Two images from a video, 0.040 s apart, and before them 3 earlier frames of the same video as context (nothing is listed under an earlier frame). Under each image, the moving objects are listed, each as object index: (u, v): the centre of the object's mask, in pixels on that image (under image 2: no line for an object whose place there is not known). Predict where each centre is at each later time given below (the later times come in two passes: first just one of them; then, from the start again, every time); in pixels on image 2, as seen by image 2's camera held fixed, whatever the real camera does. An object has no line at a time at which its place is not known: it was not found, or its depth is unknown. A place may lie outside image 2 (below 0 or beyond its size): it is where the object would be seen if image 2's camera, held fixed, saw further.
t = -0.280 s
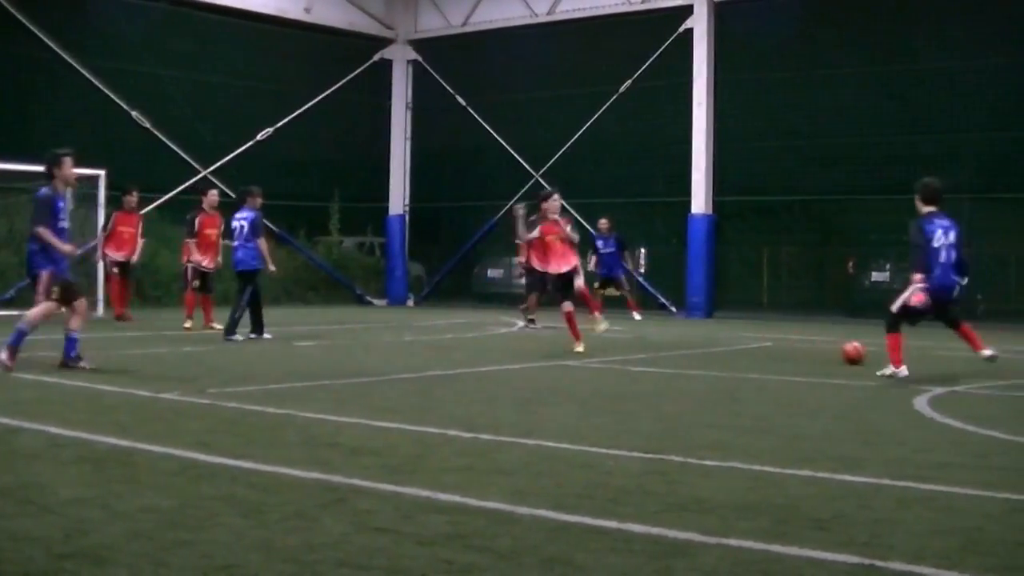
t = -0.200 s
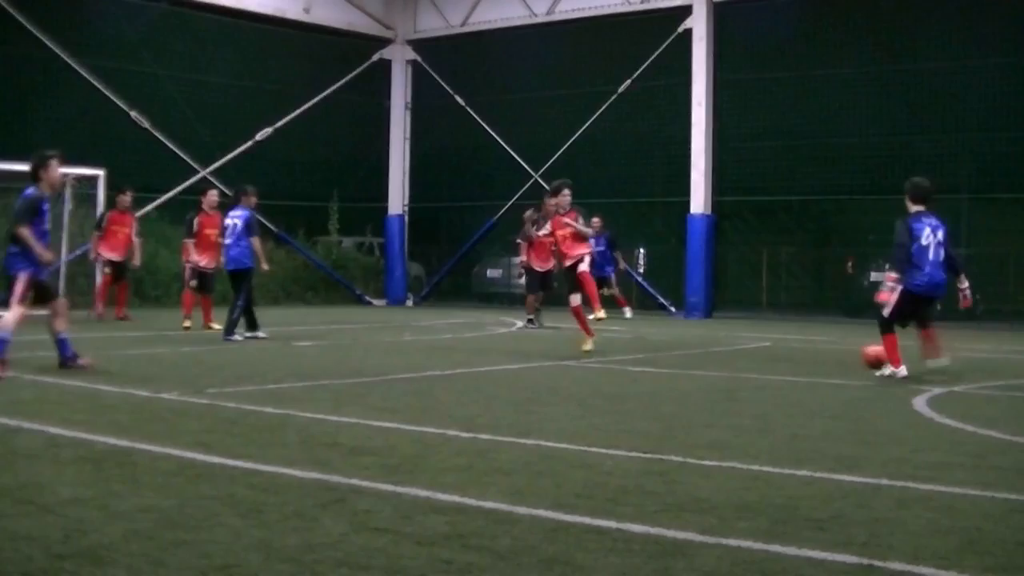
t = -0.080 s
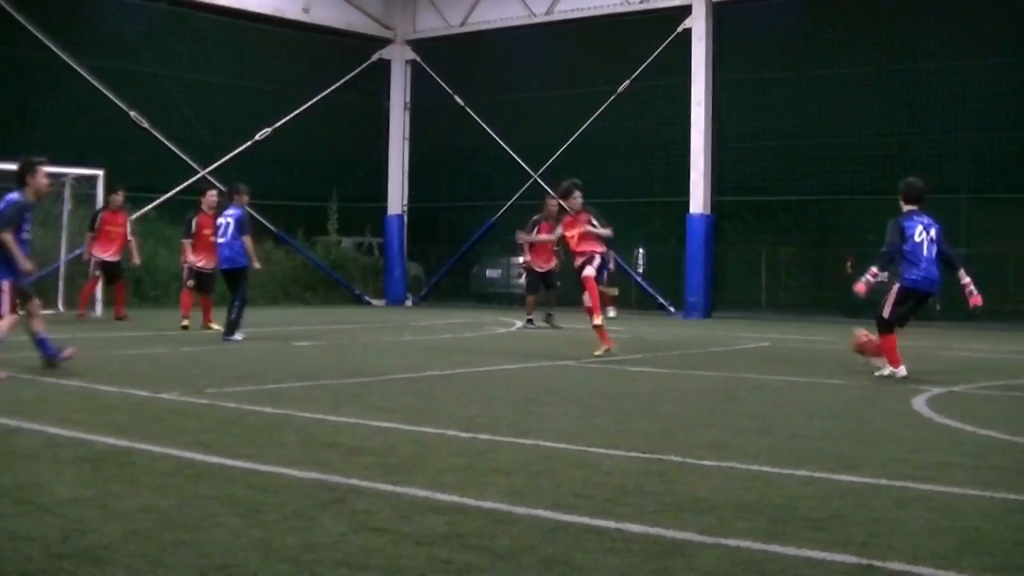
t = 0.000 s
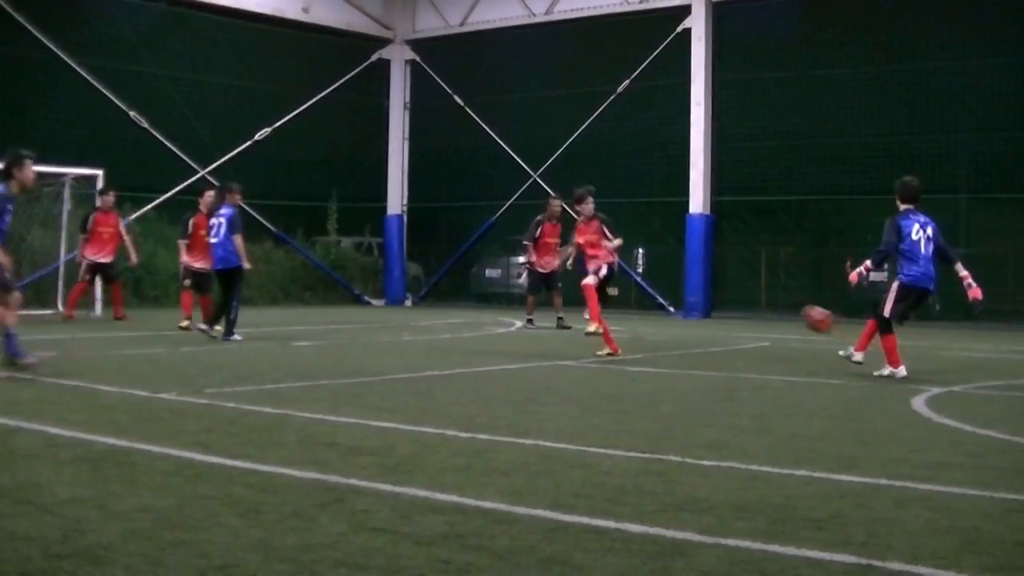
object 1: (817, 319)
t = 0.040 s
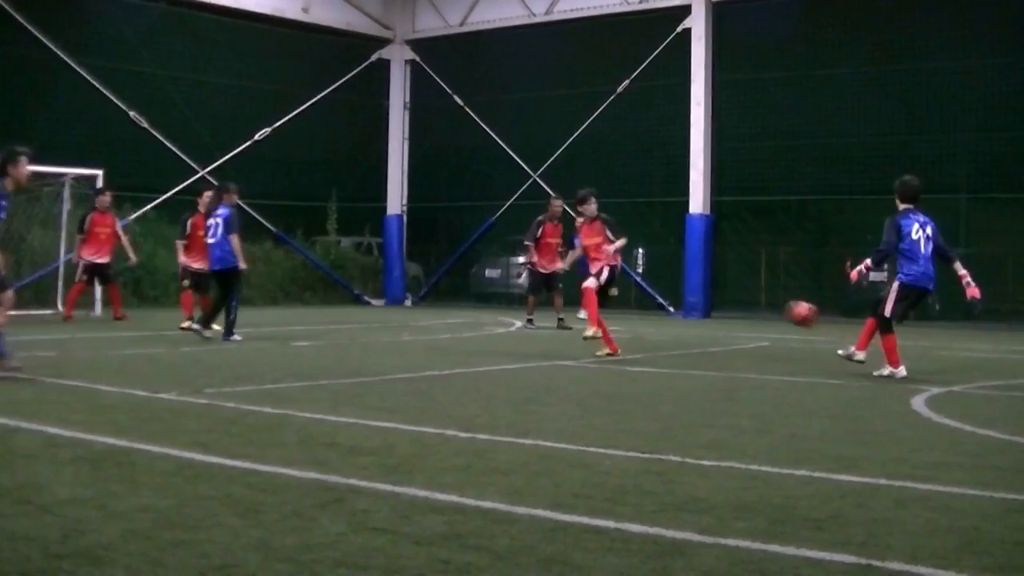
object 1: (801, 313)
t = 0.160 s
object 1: (754, 306)
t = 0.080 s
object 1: (786, 309)
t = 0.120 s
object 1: (769, 307)
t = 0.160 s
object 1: (754, 306)
